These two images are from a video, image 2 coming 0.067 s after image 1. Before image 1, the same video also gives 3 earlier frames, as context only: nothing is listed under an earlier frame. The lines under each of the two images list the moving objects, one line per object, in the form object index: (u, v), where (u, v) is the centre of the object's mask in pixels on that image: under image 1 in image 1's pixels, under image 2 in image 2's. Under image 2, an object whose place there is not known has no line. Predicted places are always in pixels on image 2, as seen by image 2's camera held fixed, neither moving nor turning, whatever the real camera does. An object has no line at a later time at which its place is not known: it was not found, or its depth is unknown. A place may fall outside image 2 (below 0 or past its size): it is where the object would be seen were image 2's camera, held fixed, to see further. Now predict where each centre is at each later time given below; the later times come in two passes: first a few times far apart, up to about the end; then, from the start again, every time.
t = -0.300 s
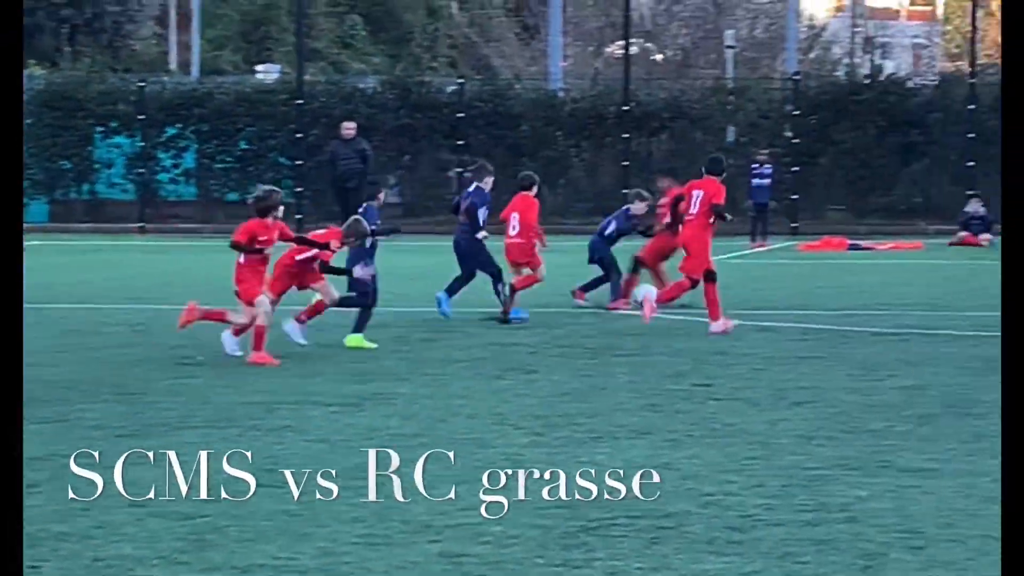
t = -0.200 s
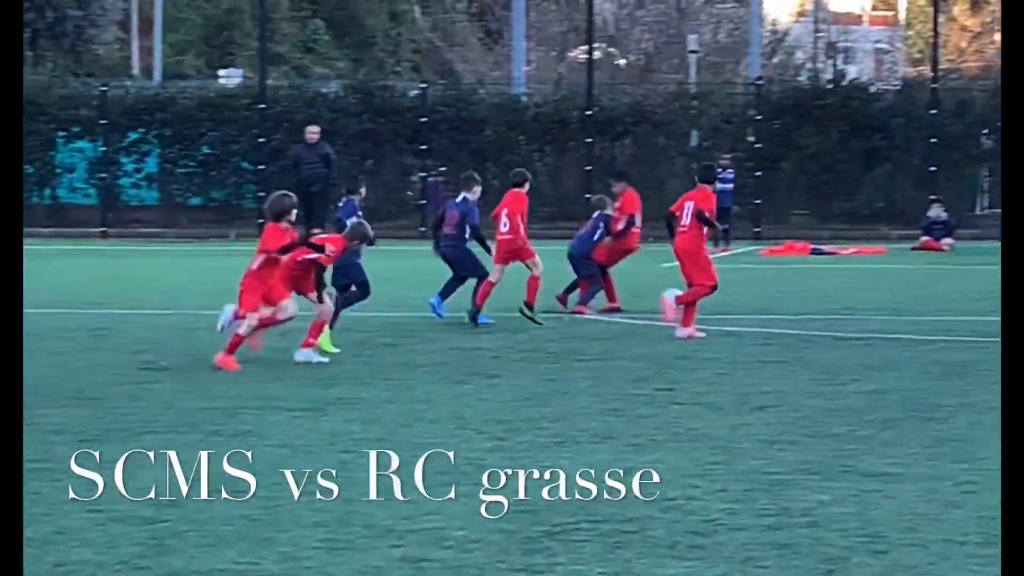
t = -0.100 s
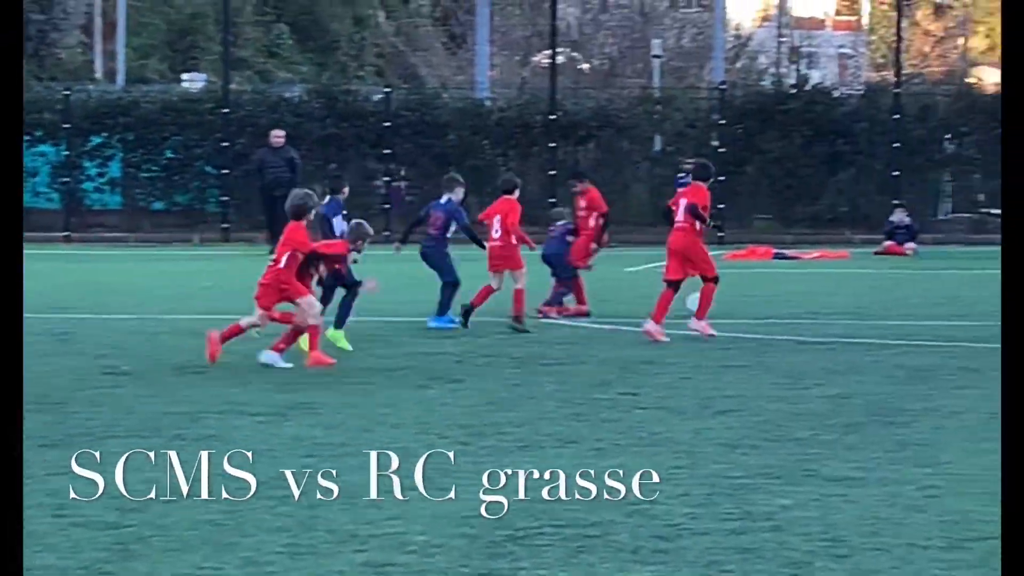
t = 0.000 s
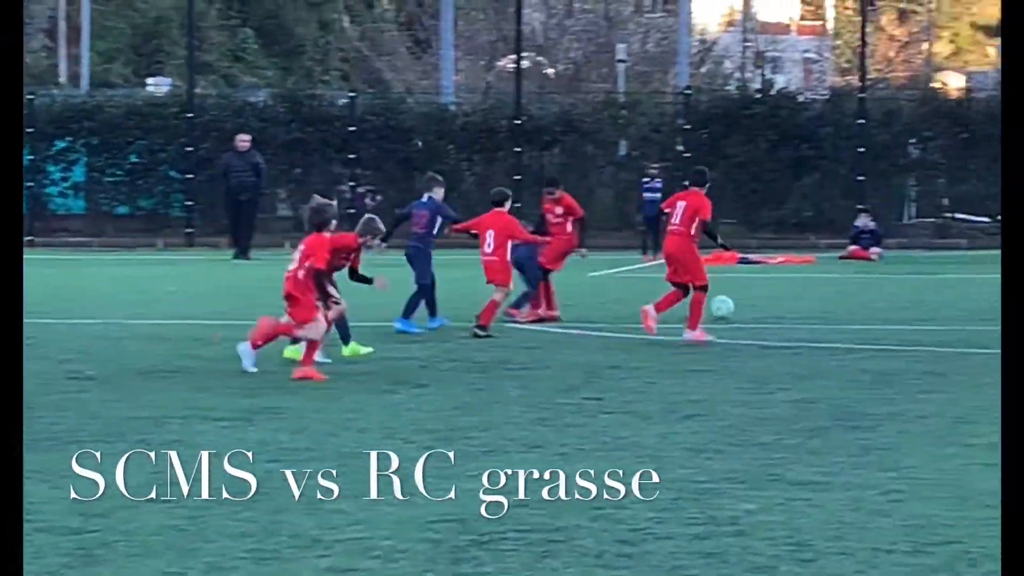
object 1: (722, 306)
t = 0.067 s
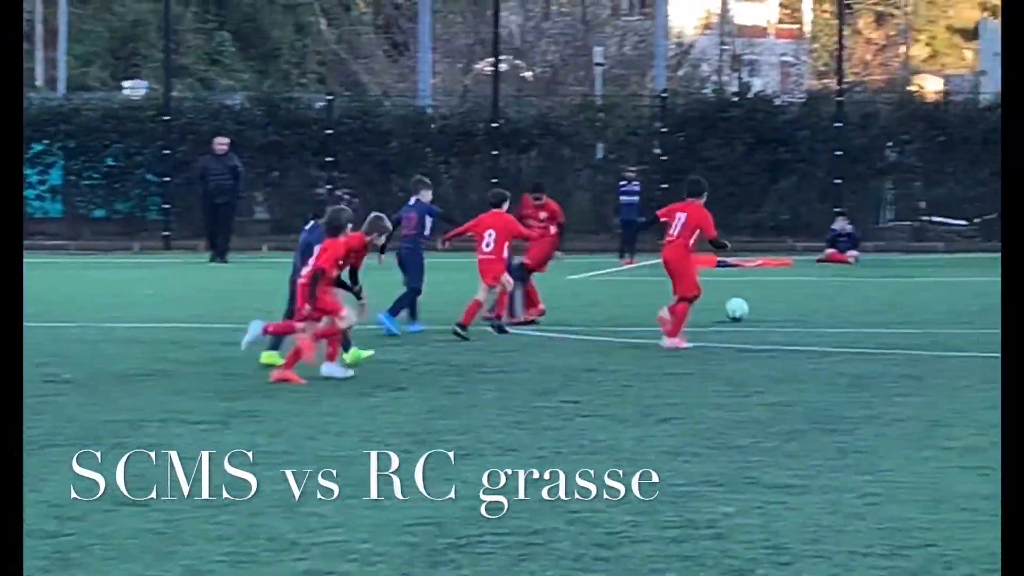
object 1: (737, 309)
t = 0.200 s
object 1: (812, 308)
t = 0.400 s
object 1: (921, 305)
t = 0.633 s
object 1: (1045, 303)
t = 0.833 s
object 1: (1150, 300)
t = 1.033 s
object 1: (1249, 294)
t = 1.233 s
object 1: (1341, 295)
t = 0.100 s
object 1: (757, 307)
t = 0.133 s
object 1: (775, 308)
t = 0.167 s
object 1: (793, 310)
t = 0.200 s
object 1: (812, 308)
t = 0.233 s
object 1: (830, 307)
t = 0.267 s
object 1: (848, 308)
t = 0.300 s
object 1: (866, 308)
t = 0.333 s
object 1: (885, 306)
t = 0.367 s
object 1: (902, 305)
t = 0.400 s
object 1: (921, 305)
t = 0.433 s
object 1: (938, 307)
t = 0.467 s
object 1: (956, 305)
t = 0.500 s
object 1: (974, 303)
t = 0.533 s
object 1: (992, 303)
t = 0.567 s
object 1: (1009, 305)
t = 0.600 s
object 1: (1027, 304)
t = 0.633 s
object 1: (1045, 303)
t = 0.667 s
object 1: (1062, 303)
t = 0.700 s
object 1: (1080, 302)
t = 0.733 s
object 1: (1097, 300)
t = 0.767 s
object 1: (1115, 300)
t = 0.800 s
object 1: (1133, 301)
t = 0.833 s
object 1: (1150, 300)
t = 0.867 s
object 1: (1167, 298)
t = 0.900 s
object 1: (1184, 297)
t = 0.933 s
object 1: (1201, 297)
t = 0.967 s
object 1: (1218, 298)
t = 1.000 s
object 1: (1234, 298)
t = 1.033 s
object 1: (1249, 294)
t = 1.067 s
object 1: (1266, 293)
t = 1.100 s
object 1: (1282, 292)
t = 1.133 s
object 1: (1297, 293)
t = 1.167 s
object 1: (1312, 297)
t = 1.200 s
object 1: (1327, 298)
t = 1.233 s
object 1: (1341, 295)
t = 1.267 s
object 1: (1350, 294)
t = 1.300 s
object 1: (1349, 298)
